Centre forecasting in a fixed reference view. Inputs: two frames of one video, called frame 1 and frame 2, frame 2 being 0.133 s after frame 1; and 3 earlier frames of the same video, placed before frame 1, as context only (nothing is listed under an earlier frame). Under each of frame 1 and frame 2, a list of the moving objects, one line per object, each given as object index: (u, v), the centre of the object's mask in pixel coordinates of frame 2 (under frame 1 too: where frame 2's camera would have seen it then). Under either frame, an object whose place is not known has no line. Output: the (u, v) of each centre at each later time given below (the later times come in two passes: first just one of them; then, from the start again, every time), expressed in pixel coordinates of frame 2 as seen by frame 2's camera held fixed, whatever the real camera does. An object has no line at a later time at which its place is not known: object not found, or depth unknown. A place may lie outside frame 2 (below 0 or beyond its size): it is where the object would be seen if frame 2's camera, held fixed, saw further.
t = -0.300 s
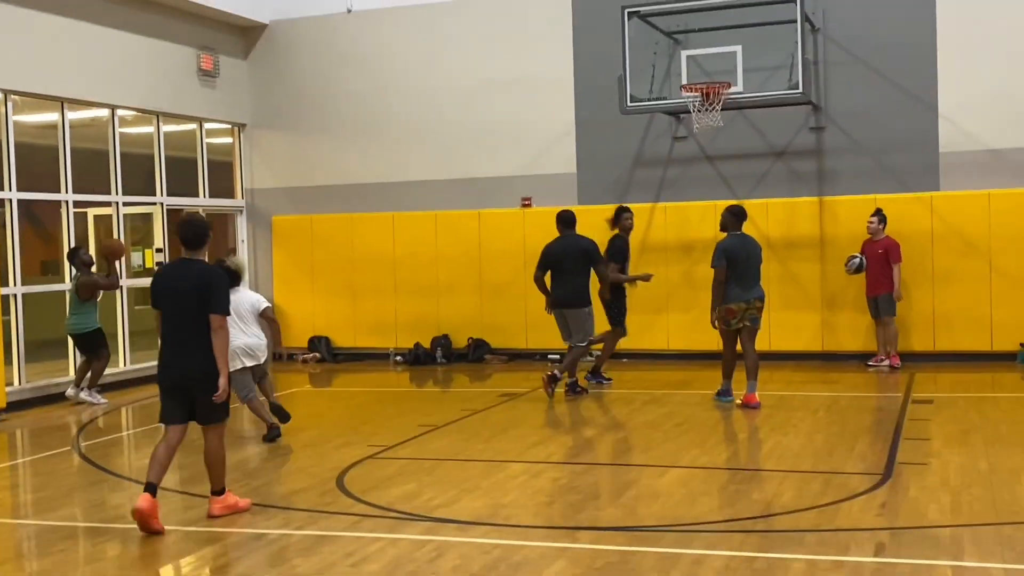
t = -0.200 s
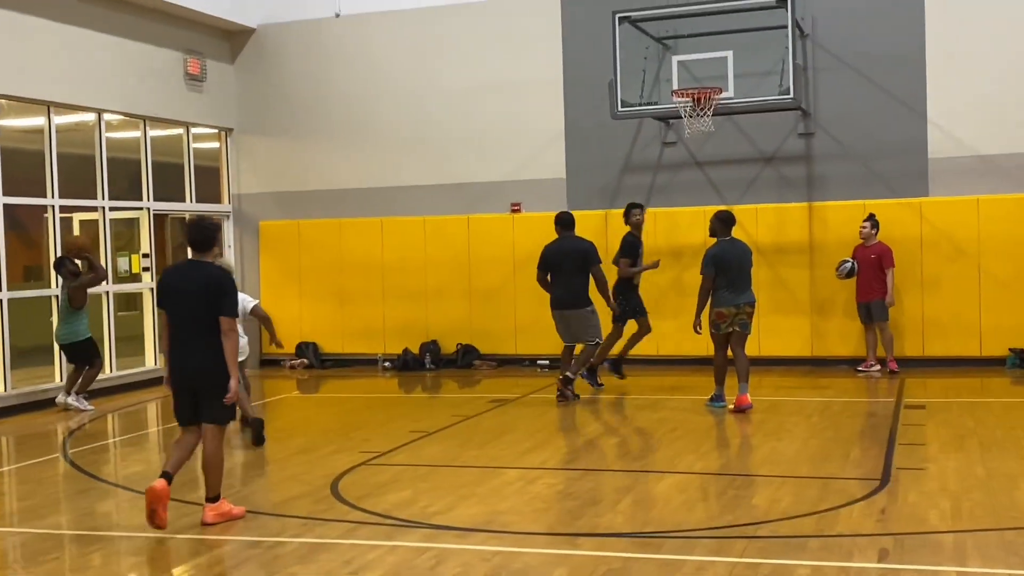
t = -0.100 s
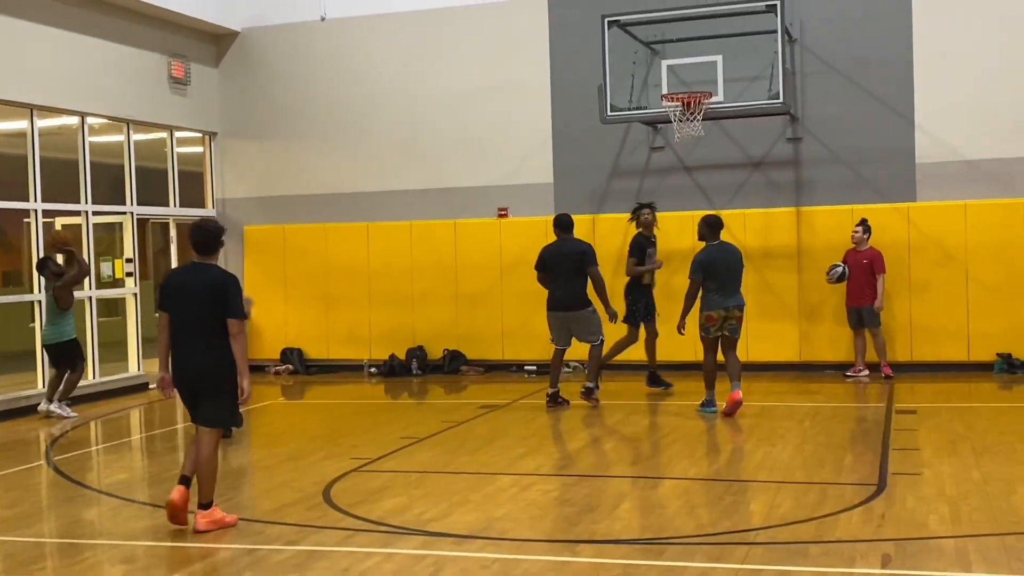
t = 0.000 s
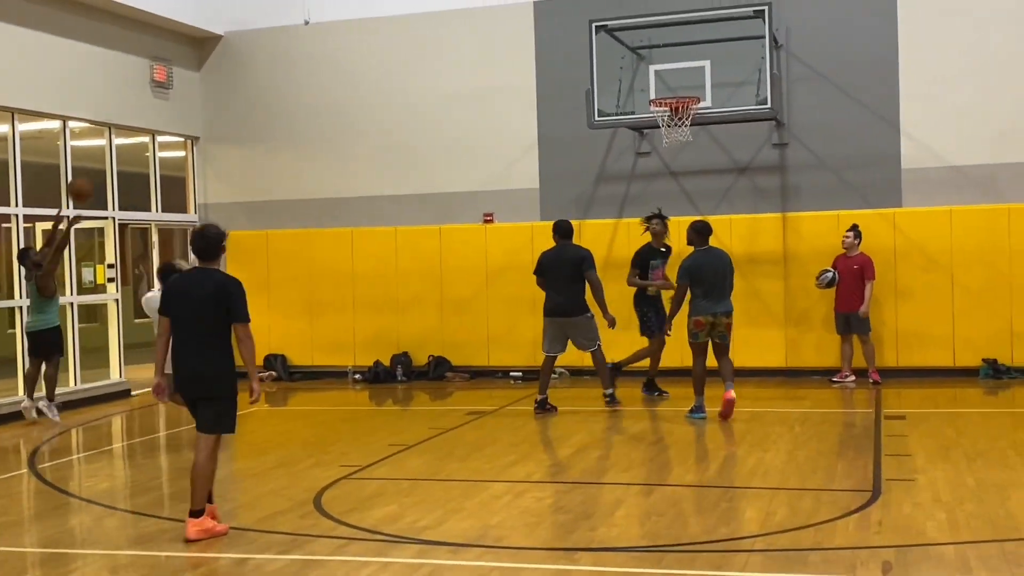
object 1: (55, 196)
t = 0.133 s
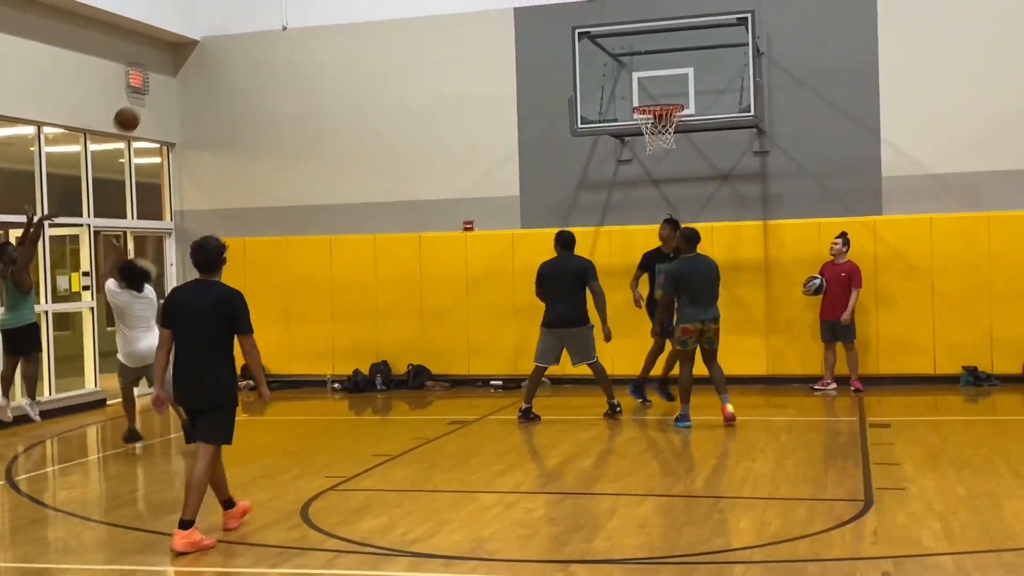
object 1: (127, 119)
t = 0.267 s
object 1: (200, 62)
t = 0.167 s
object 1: (145, 104)
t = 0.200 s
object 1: (163, 89)
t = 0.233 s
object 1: (181, 76)
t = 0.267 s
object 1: (200, 62)
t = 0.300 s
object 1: (218, 50)
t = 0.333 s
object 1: (236, 40)
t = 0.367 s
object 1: (254, 30)
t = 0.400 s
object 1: (271, 21)
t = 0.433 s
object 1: (290, 14)
